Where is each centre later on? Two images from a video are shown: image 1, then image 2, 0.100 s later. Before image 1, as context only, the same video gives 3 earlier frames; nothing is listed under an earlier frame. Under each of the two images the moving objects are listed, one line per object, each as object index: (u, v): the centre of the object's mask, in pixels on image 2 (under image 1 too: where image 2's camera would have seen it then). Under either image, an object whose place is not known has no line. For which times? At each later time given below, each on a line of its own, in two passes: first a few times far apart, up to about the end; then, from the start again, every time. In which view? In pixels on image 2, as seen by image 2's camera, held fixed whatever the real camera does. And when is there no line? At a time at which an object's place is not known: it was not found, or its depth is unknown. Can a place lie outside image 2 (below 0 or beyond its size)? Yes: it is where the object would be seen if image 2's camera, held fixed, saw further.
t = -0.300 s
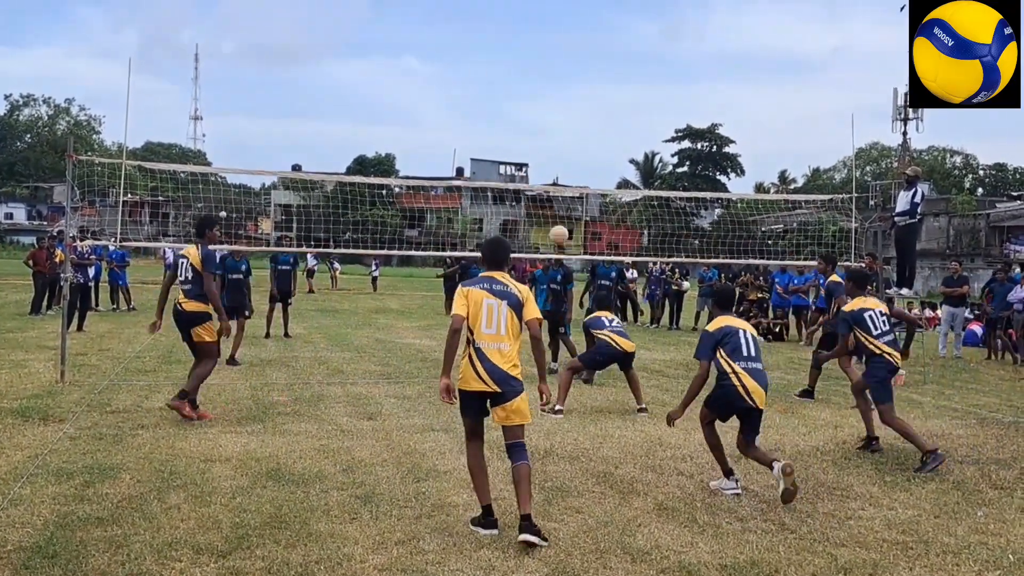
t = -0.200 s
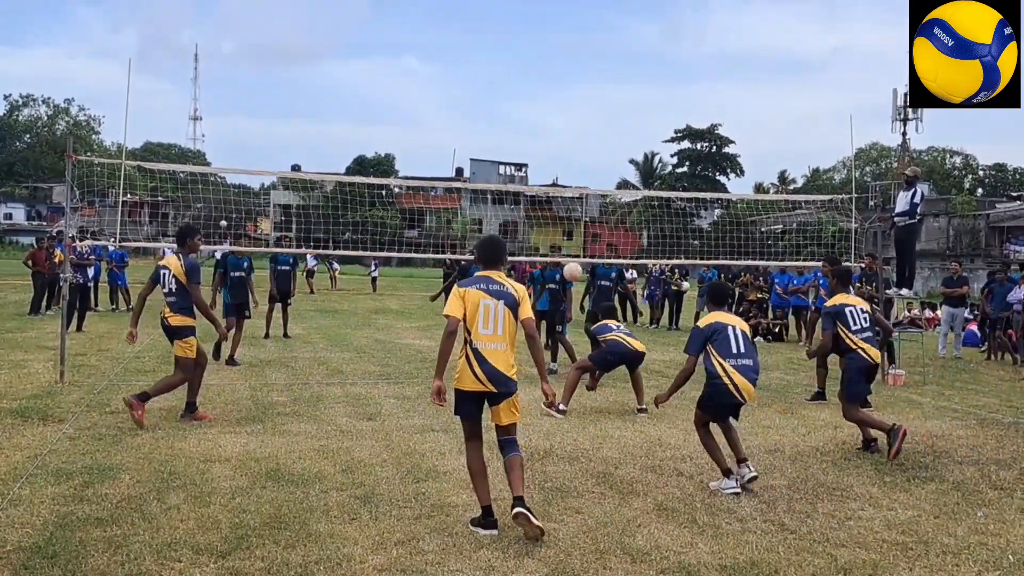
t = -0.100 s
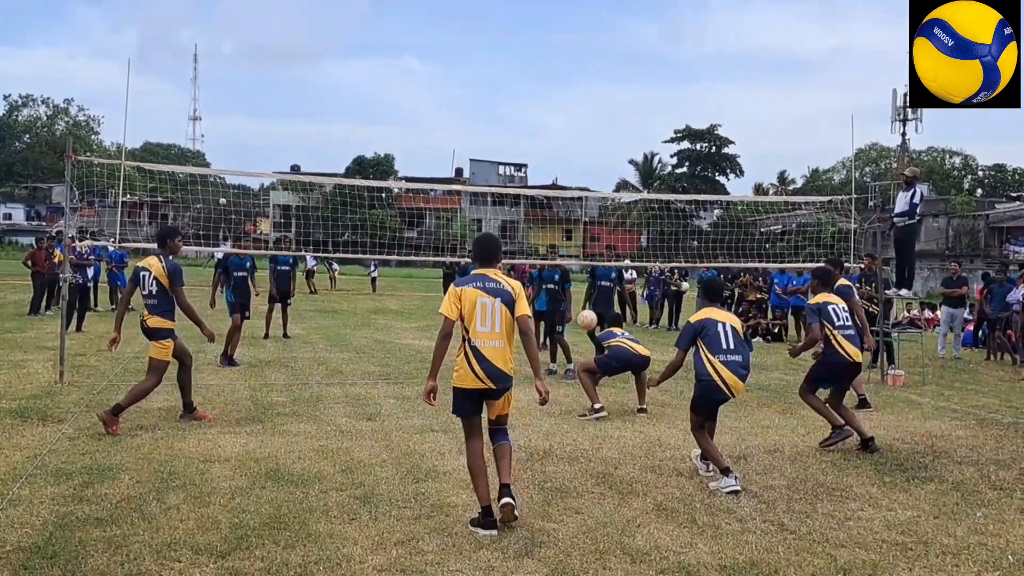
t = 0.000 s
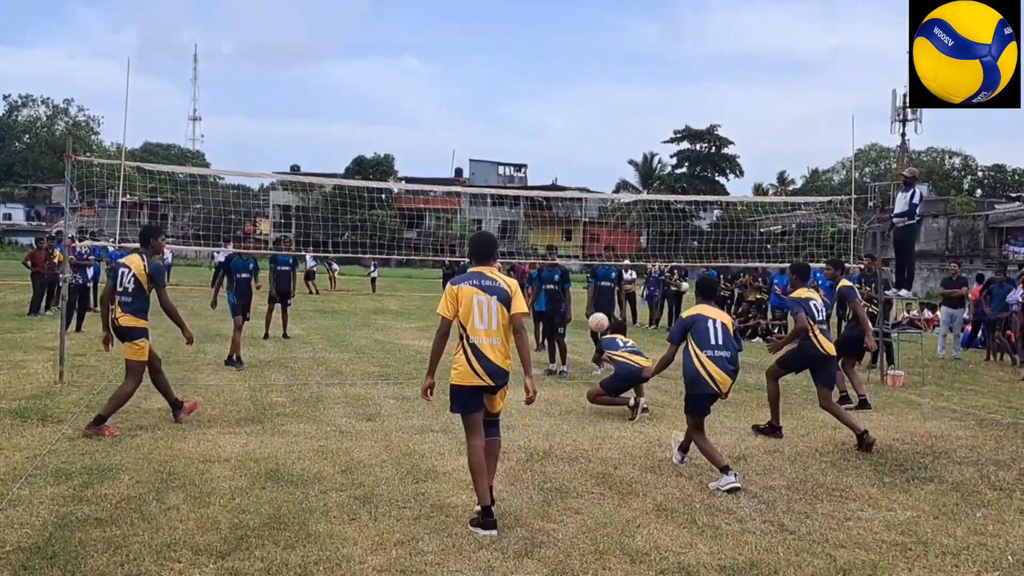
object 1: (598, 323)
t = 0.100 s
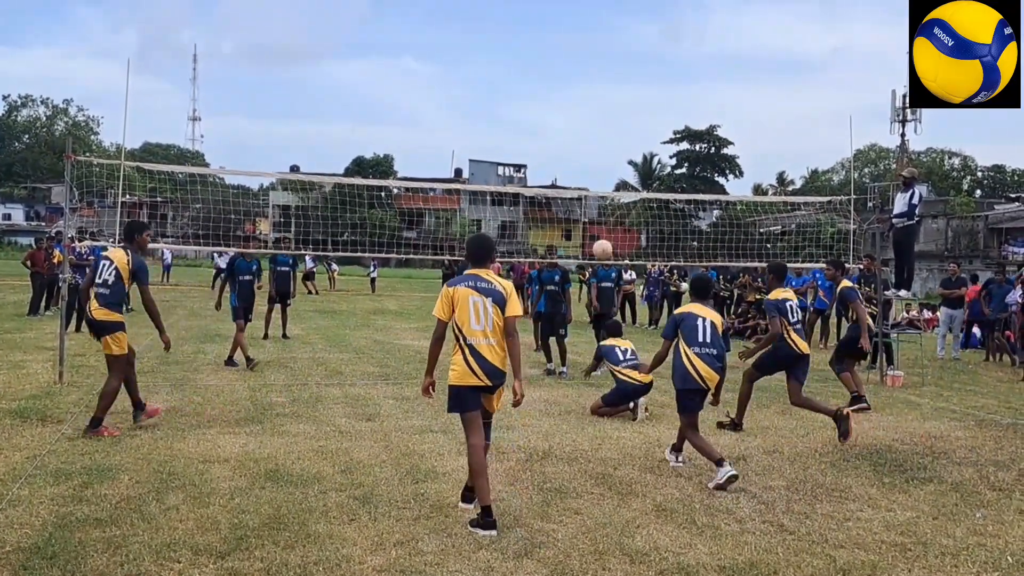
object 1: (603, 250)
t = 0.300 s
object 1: (611, 134)
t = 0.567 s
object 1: (622, 43)
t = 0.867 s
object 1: (634, 20)
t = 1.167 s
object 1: (643, 73)
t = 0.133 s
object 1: (604, 228)
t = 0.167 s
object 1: (605, 207)
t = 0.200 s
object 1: (606, 188)
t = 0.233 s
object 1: (608, 168)
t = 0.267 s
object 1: (609, 151)
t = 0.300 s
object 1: (611, 134)
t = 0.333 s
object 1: (612, 119)
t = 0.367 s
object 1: (614, 105)
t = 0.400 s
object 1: (615, 92)
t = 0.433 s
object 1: (616, 80)
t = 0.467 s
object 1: (618, 69)
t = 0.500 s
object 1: (619, 59)
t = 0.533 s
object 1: (621, 51)
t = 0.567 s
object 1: (622, 43)
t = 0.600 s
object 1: (624, 36)
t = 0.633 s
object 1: (625, 31)
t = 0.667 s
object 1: (626, 26)
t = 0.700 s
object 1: (628, 23)
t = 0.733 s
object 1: (629, 20)
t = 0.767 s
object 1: (630, 19)
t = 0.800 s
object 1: (631, 18)
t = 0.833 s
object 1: (633, 18)
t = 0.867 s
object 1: (634, 20)
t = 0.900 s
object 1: (635, 22)
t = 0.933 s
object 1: (636, 25)
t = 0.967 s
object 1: (637, 30)
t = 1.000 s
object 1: (638, 35)
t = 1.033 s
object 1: (639, 41)
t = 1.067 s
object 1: (640, 47)
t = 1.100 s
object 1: (641, 55)
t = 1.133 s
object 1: (642, 64)
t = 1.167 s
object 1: (643, 73)
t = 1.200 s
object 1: (644, 83)
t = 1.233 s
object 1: (645, 94)
